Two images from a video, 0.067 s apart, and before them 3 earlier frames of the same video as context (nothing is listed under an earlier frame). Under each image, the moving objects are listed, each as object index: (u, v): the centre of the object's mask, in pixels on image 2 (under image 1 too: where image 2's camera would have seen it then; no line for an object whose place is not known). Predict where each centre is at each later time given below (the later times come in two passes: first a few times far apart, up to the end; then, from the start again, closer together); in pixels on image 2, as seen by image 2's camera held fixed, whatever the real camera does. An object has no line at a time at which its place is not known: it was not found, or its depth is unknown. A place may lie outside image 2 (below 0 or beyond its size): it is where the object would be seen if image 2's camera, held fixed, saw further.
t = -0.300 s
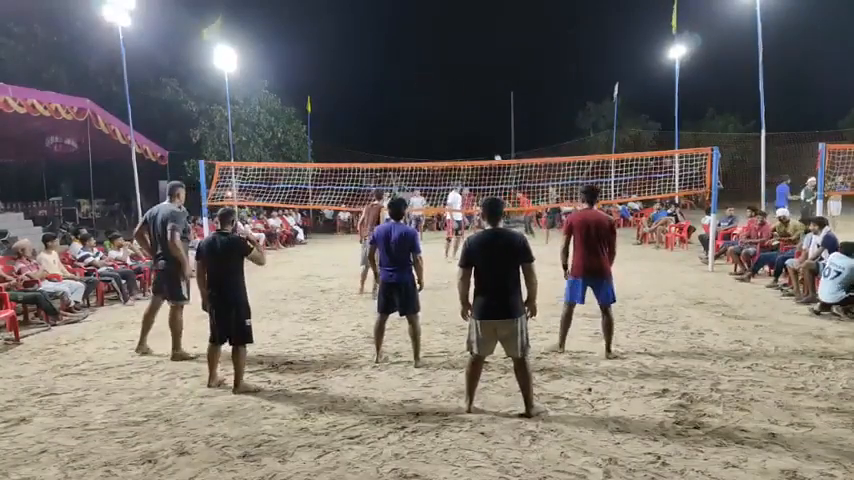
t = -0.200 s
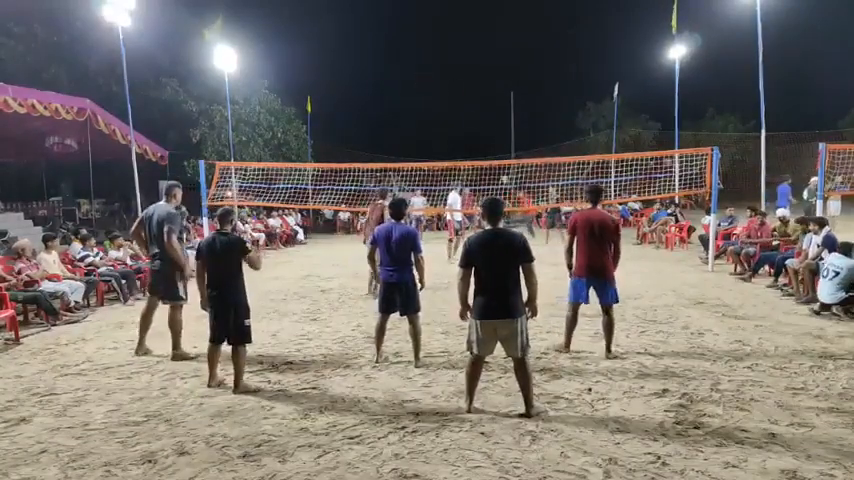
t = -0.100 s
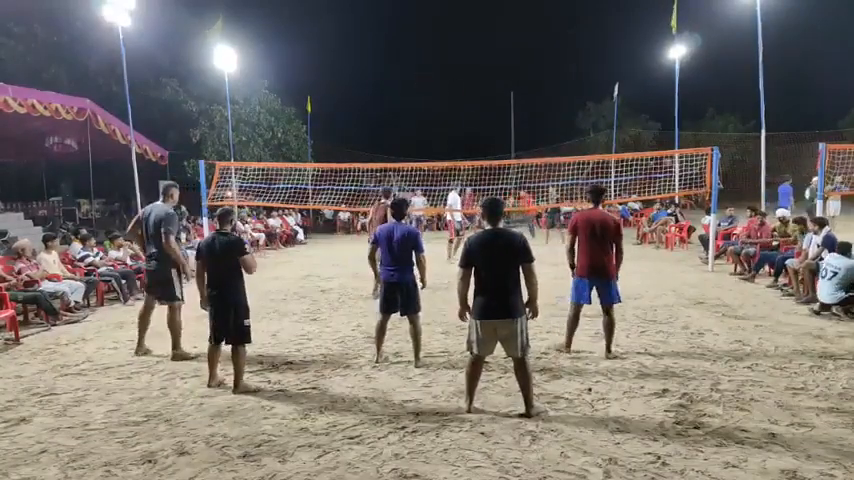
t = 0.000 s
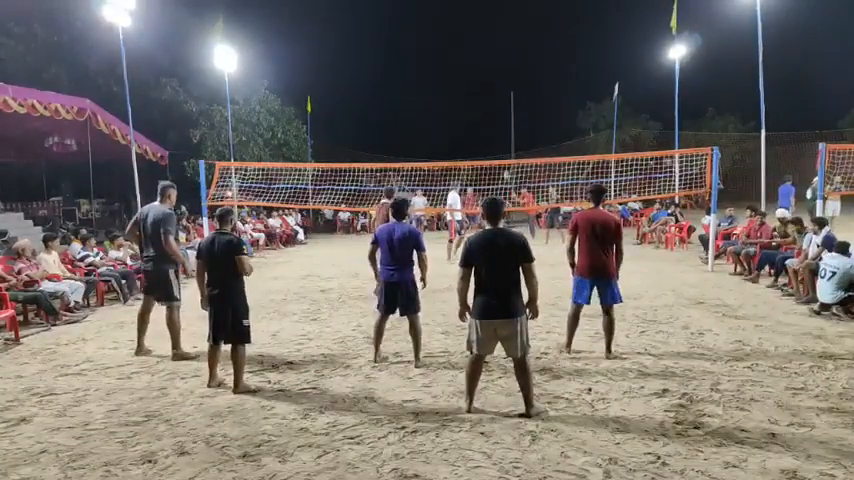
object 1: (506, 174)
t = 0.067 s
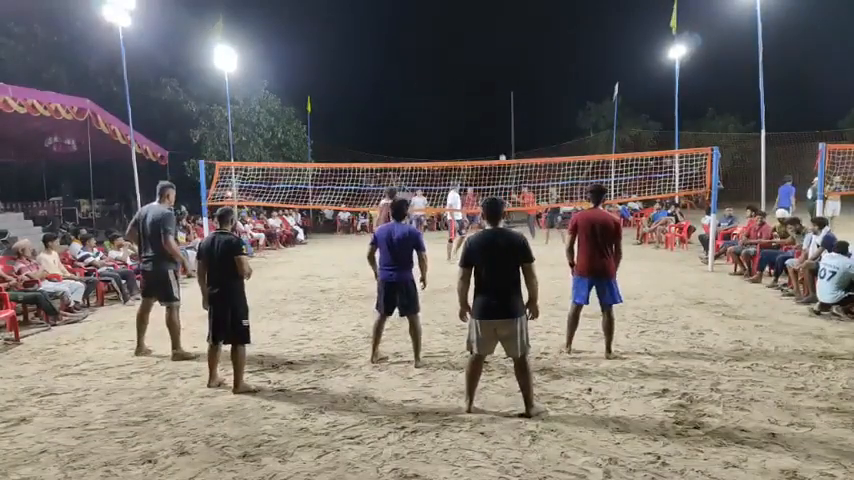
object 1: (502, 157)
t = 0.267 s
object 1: (491, 111)
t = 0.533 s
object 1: (473, 56)
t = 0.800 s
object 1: (449, 19)
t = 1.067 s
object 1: (418, 13)
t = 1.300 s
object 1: (378, 53)
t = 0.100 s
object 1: (501, 150)
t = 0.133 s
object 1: (499, 142)
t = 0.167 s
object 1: (497, 134)
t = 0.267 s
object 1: (491, 111)
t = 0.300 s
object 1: (489, 104)
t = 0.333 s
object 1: (487, 96)
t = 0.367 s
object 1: (484, 88)
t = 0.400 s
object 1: (482, 82)
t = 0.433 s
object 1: (480, 75)
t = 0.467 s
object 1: (478, 69)
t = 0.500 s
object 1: (475, 62)
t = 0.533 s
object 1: (473, 56)
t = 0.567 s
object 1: (470, 50)
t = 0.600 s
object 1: (467, 45)
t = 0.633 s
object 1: (464, 40)
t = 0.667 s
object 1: (462, 35)
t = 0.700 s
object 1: (458, 31)
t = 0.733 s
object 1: (456, 26)
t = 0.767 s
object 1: (453, 23)
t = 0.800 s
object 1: (449, 19)
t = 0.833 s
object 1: (446, 17)
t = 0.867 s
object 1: (442, 14)
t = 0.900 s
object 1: (439, 12)
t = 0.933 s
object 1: (435, 11)
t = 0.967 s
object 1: (431, 11)
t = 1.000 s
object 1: (427, 11)
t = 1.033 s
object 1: (422, 12)
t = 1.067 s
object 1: (418, 13)
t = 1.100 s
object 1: (413, 15)
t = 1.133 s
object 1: (408, 19)
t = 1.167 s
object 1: (403, 23)
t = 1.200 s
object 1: (397, 29)
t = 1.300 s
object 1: (378, 53)
